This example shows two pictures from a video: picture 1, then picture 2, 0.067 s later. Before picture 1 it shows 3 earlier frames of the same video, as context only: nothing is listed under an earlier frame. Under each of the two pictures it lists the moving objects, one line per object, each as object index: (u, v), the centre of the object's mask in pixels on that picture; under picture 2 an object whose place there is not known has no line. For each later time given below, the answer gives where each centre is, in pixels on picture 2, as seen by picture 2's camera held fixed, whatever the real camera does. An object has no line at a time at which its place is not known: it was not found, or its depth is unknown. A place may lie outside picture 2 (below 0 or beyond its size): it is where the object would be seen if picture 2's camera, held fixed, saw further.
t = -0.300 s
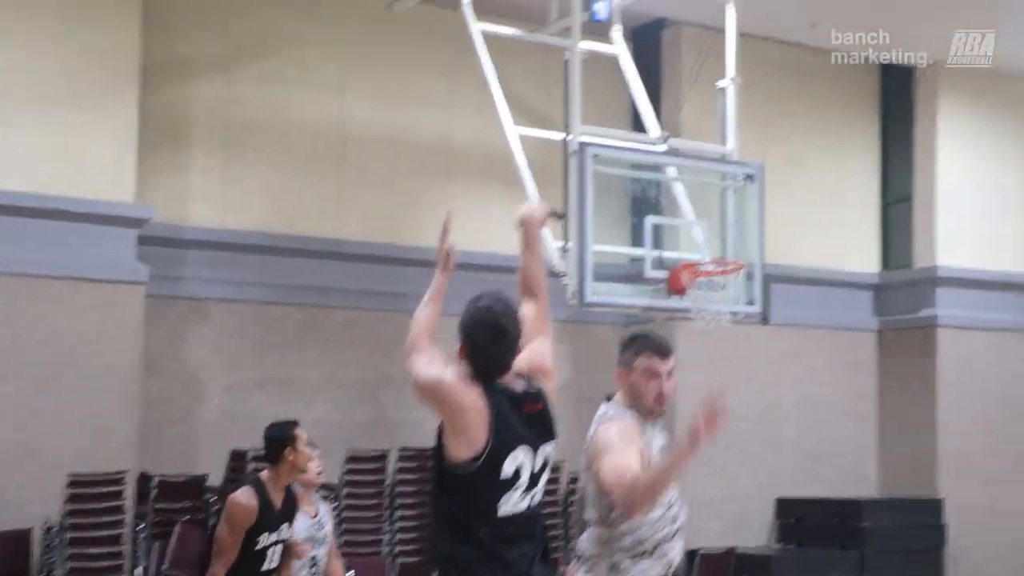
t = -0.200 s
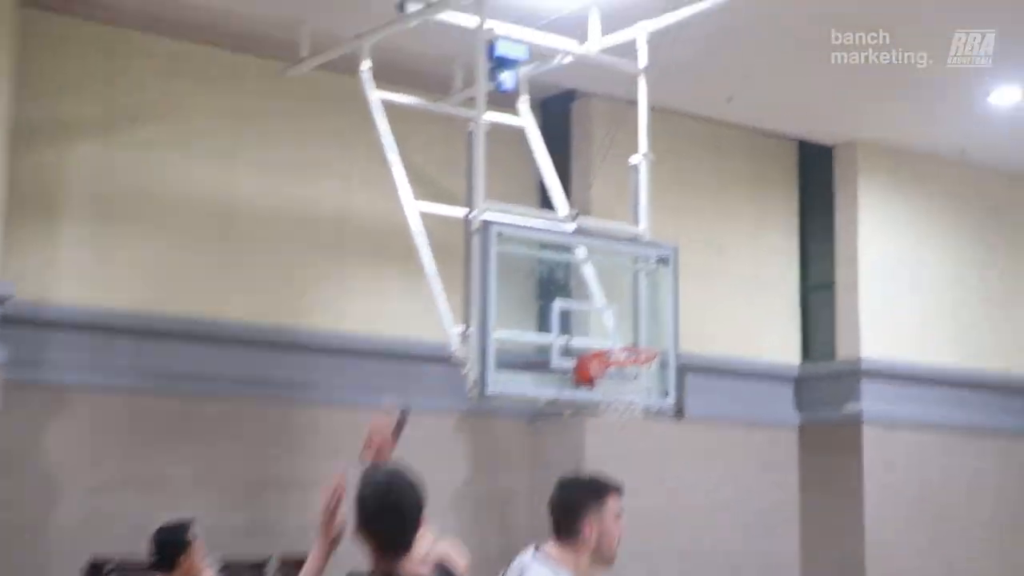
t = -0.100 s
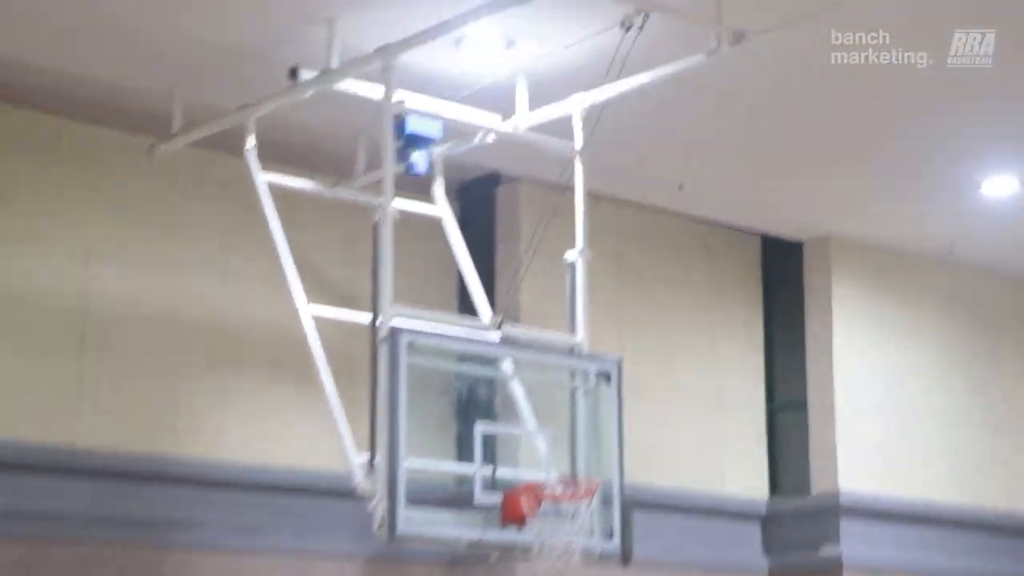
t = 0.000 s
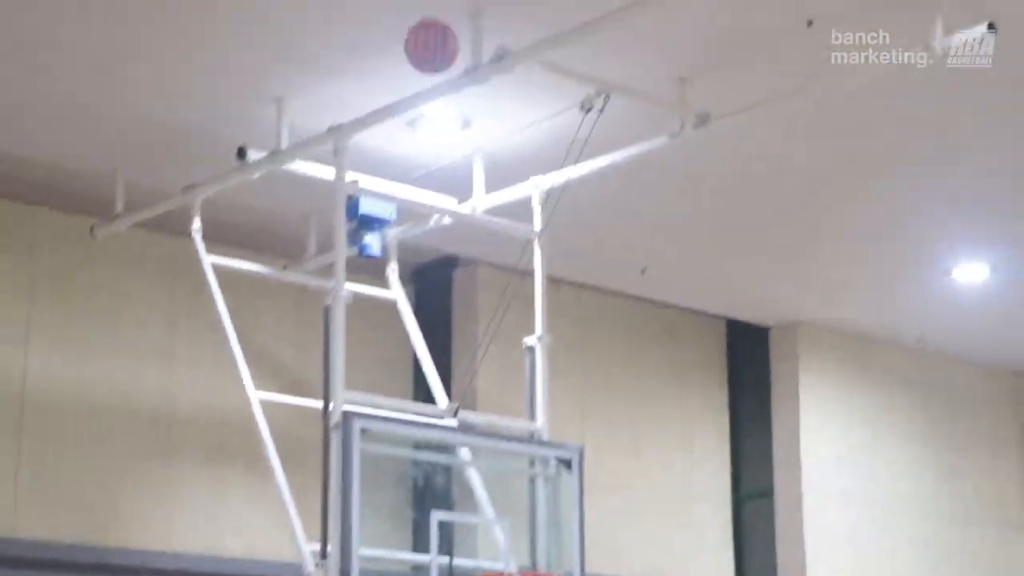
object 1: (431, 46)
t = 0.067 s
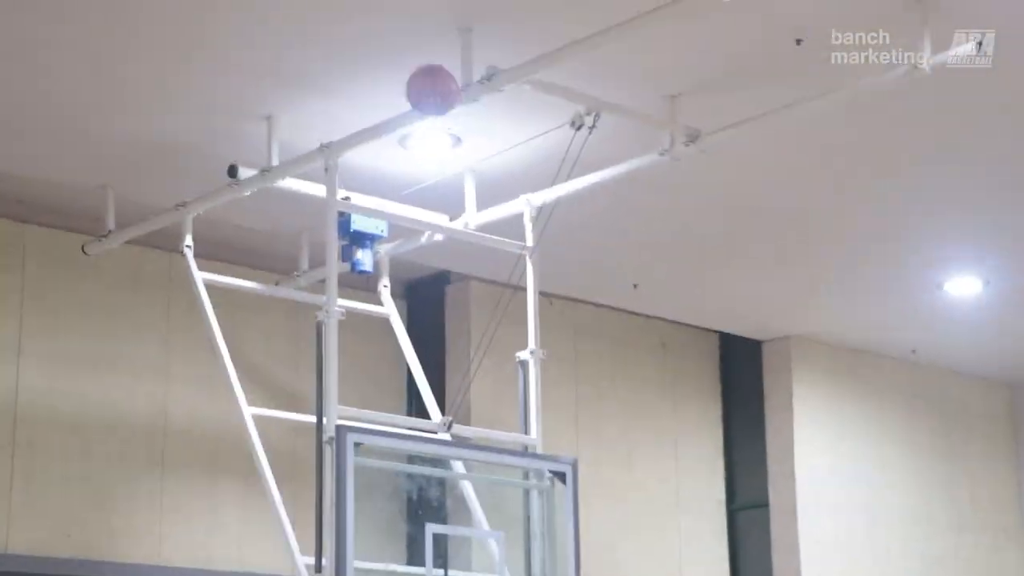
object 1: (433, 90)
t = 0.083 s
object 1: (436, 98)
